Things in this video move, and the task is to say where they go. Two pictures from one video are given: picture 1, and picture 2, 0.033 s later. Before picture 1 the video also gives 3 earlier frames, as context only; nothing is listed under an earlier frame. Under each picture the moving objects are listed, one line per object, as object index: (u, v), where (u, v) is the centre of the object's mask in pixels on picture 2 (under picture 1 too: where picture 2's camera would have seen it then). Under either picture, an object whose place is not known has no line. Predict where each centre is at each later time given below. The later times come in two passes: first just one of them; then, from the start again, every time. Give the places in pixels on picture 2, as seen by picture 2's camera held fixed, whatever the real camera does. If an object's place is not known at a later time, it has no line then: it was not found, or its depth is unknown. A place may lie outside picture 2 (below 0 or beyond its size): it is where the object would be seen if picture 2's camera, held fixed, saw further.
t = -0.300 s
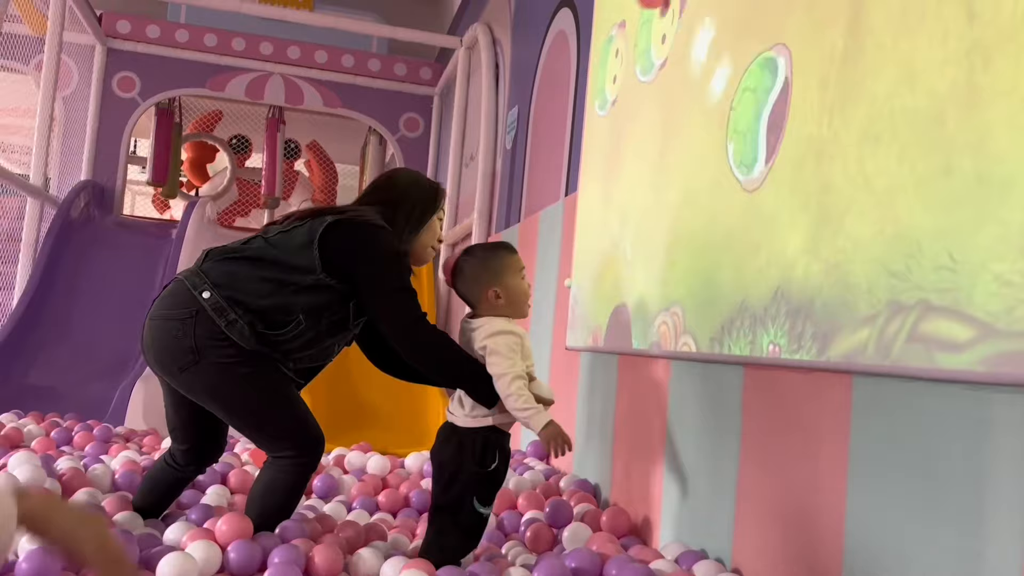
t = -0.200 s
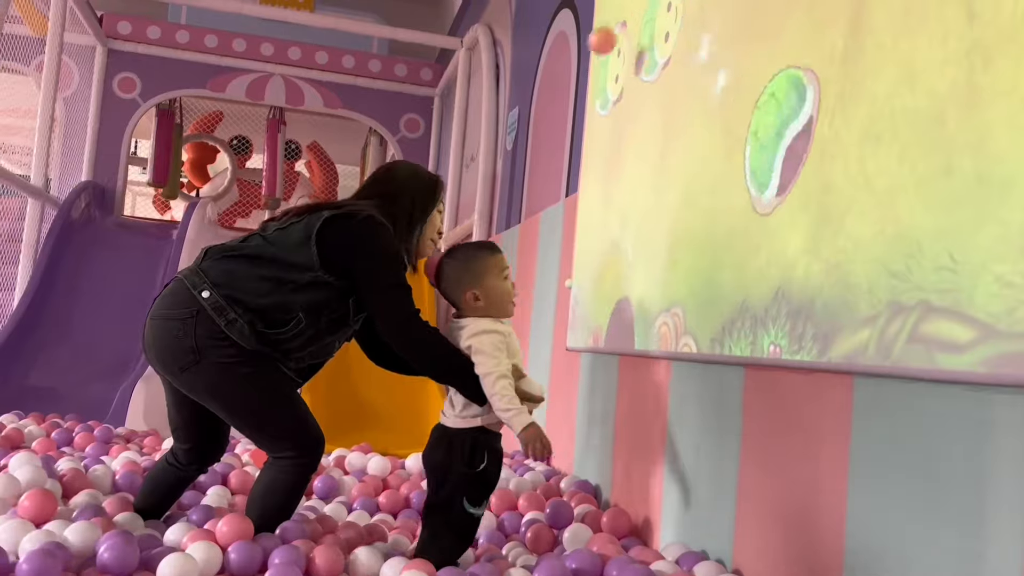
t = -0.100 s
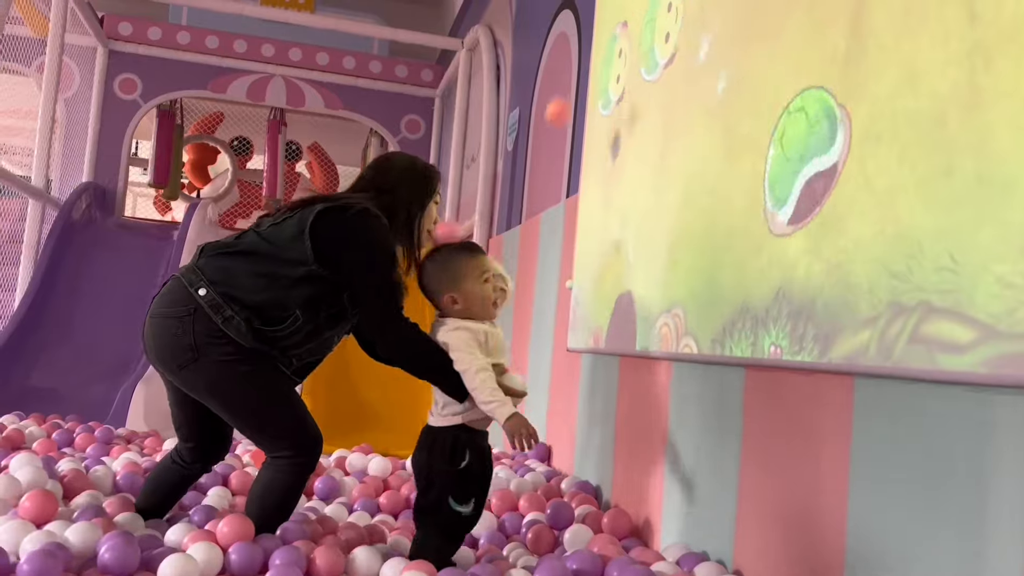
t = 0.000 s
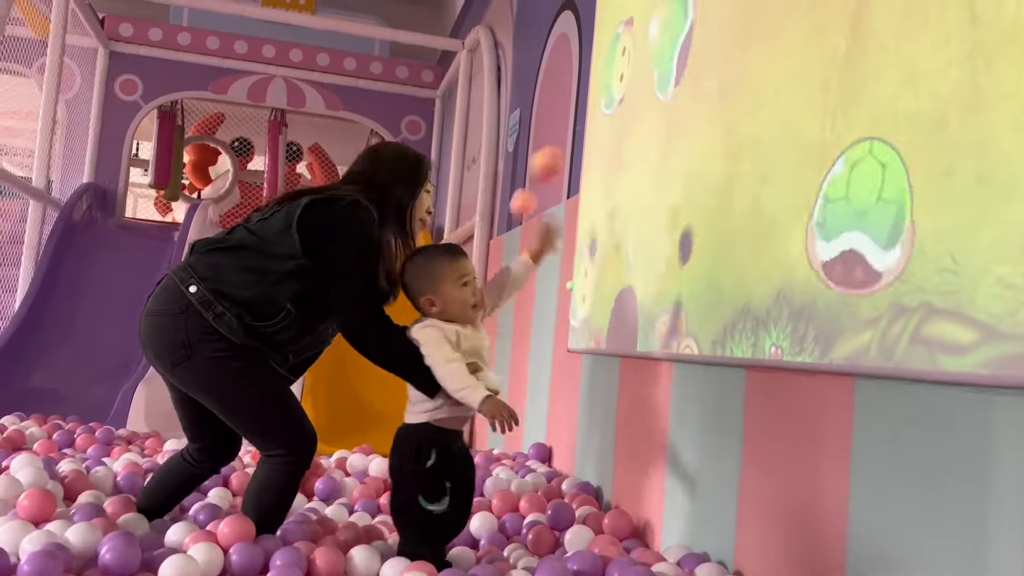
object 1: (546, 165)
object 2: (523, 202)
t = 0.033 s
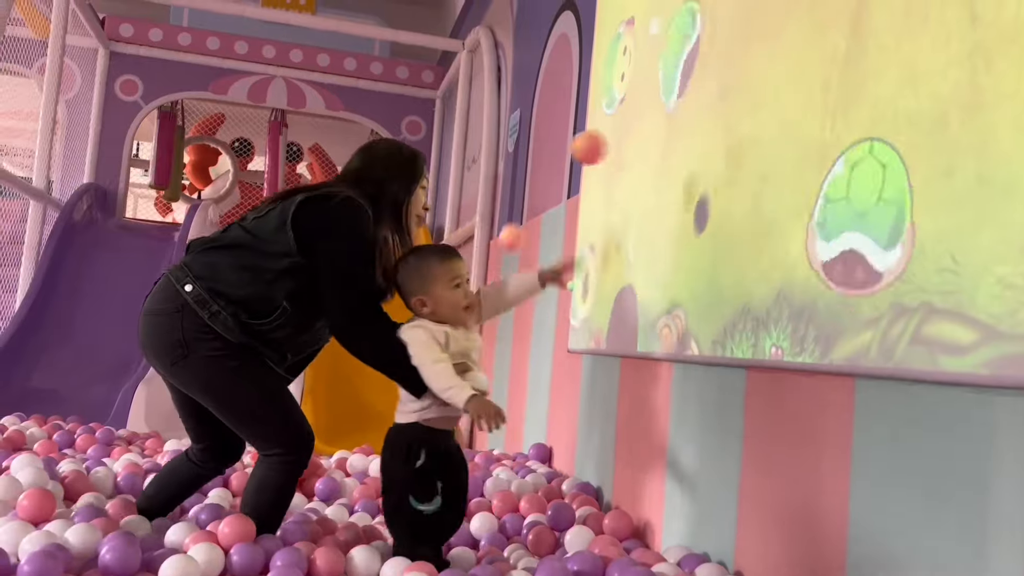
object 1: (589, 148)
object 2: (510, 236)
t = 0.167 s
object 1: (743, 126)
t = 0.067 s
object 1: (630, 136)
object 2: (500, 272)
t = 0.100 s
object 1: (671, 128)
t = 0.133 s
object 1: (714, 126)
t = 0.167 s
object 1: (743, 126)
